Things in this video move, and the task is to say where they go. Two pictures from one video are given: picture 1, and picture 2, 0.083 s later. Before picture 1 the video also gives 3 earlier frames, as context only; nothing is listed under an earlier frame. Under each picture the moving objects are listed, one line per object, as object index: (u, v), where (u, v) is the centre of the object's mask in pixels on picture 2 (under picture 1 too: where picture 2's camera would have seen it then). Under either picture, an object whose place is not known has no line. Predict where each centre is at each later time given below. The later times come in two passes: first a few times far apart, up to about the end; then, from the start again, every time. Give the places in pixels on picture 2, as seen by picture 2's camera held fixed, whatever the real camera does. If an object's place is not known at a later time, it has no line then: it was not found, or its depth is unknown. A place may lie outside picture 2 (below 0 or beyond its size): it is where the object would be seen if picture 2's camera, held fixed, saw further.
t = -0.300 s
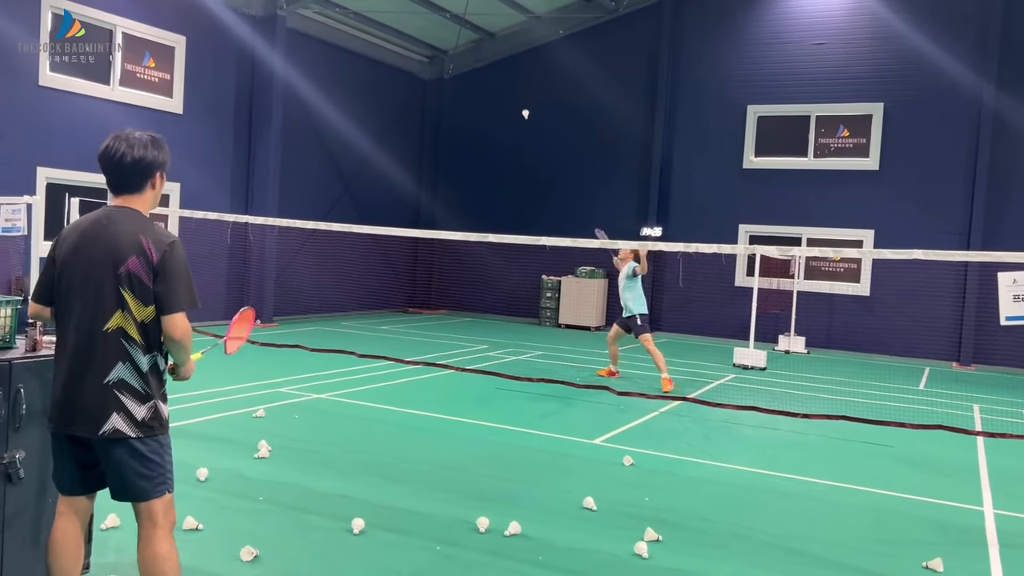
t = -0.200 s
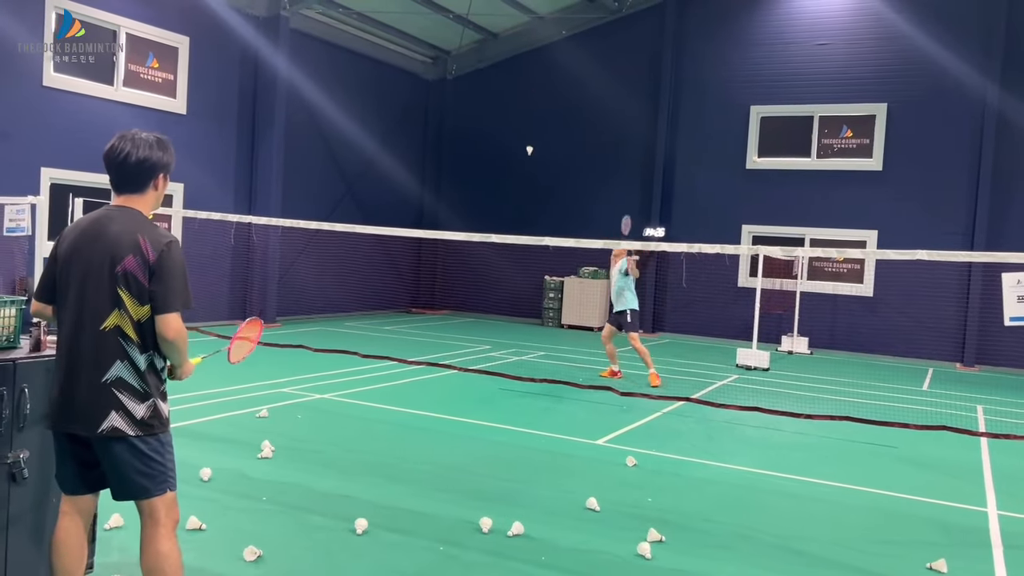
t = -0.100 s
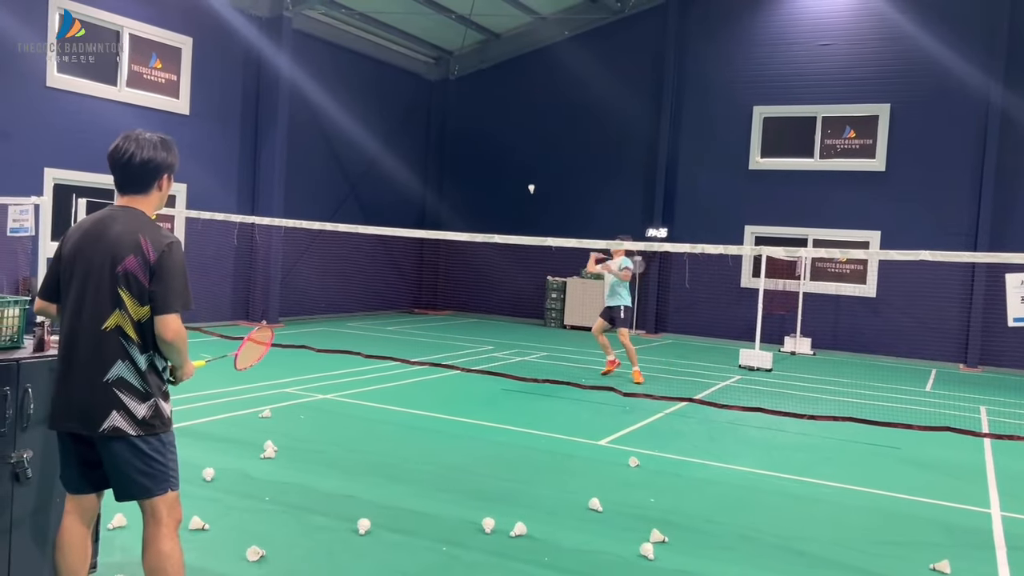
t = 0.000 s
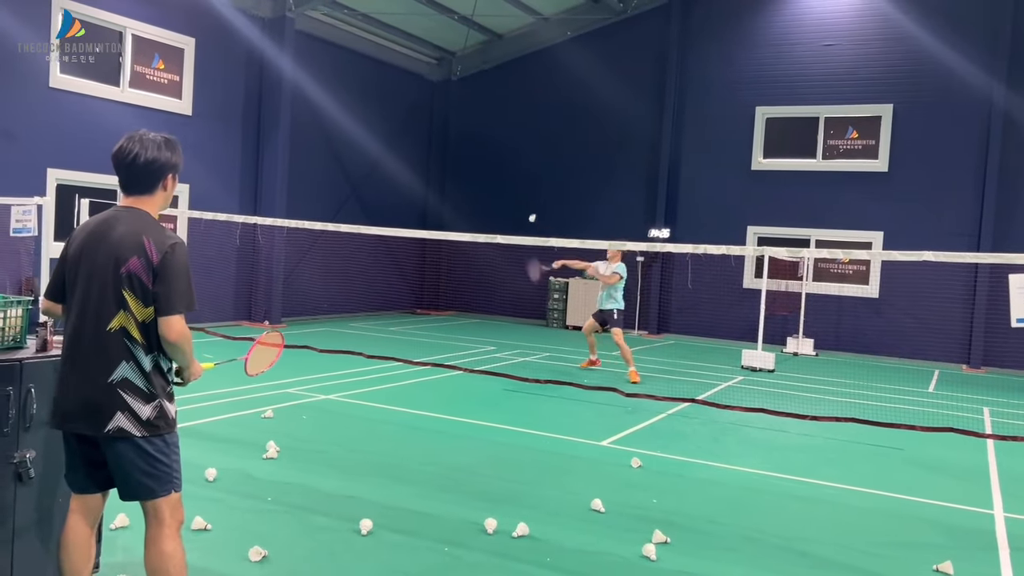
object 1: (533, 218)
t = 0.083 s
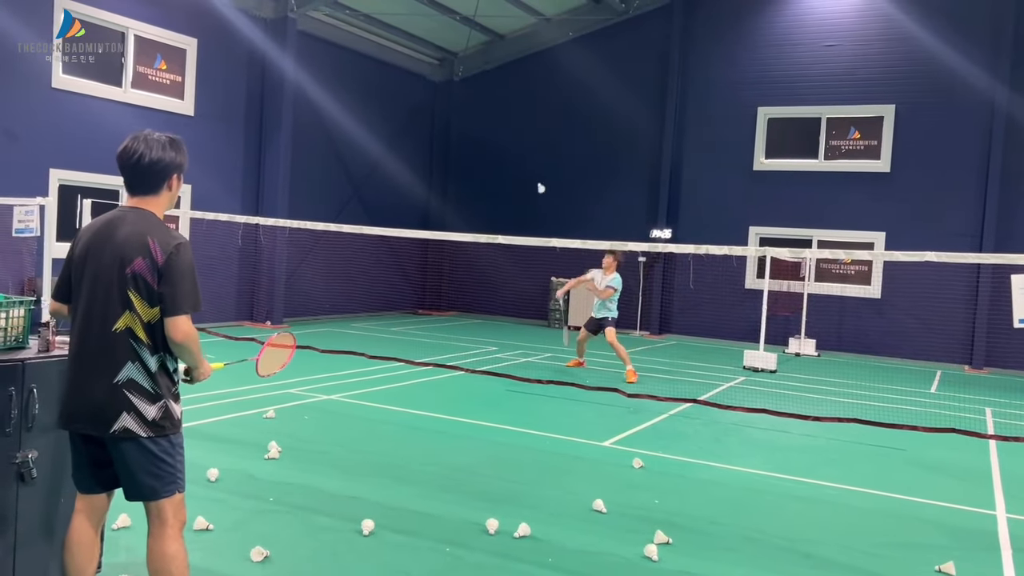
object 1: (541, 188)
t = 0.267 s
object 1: (529, 134)
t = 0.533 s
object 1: (508, 131)
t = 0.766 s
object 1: (474, 221)
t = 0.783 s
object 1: (471, 230)
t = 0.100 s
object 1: (541, 182)
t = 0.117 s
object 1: (541, 174)
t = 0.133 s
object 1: (541, 167)
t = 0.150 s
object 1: (540, 161)
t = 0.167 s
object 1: (538, 156)
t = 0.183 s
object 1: (536, 151)
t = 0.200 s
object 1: (534, 146)
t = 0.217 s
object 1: (533, 143)
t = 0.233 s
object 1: (532, 140)
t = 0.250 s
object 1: (530, 137)
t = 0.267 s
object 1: (529, 134)
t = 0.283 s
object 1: (528, 132)
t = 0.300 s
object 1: (527, 130)
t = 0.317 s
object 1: (526, 128)
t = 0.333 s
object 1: (525, 126)
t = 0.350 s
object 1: (525, 124)
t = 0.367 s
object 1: (524, 123)
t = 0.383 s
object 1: (523, 122)
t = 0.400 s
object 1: (521, 122)
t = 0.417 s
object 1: (520, 121)
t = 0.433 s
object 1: (519, 121)
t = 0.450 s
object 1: (517, 122)
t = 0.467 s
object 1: (516, 123)
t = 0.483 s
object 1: (514, 124)
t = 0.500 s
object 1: (512, 126)
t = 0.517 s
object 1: (510, 128)
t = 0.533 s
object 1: (508, 131)
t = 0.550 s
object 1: (506, 134)
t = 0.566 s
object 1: (504, 137)
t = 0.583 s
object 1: (502, 141)
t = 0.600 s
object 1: (500, 146)
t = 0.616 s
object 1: (497, 151)
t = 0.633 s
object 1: (495, 157)
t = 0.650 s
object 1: (493, 163)
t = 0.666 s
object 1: (490, 170)
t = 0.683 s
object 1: (488, 177)
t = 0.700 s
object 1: (485, 185)
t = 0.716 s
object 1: (482, 193)
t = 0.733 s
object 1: (480, 202)
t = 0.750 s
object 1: (477, 212)
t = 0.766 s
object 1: (474, 221)
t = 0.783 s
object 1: (471, 230)
